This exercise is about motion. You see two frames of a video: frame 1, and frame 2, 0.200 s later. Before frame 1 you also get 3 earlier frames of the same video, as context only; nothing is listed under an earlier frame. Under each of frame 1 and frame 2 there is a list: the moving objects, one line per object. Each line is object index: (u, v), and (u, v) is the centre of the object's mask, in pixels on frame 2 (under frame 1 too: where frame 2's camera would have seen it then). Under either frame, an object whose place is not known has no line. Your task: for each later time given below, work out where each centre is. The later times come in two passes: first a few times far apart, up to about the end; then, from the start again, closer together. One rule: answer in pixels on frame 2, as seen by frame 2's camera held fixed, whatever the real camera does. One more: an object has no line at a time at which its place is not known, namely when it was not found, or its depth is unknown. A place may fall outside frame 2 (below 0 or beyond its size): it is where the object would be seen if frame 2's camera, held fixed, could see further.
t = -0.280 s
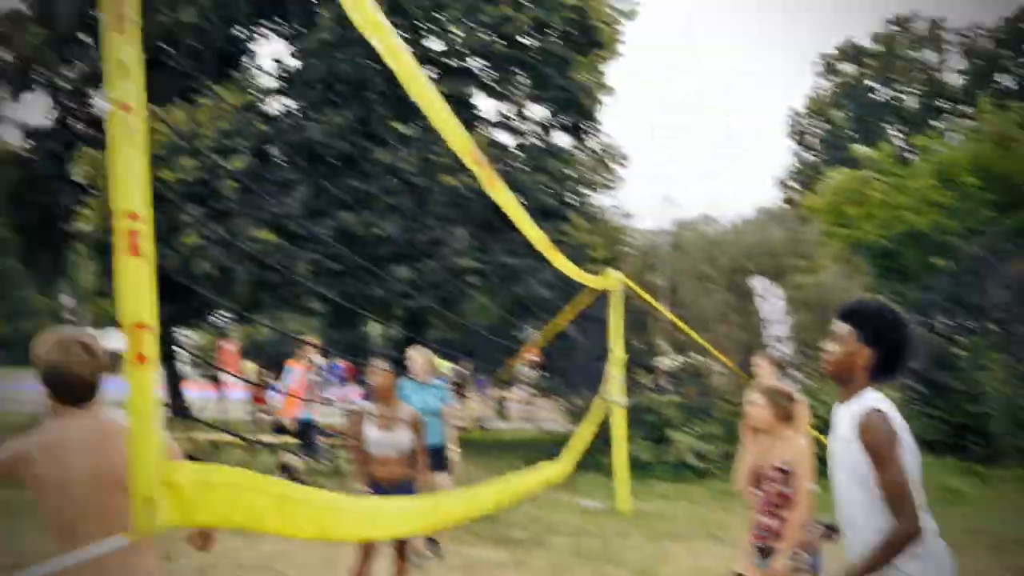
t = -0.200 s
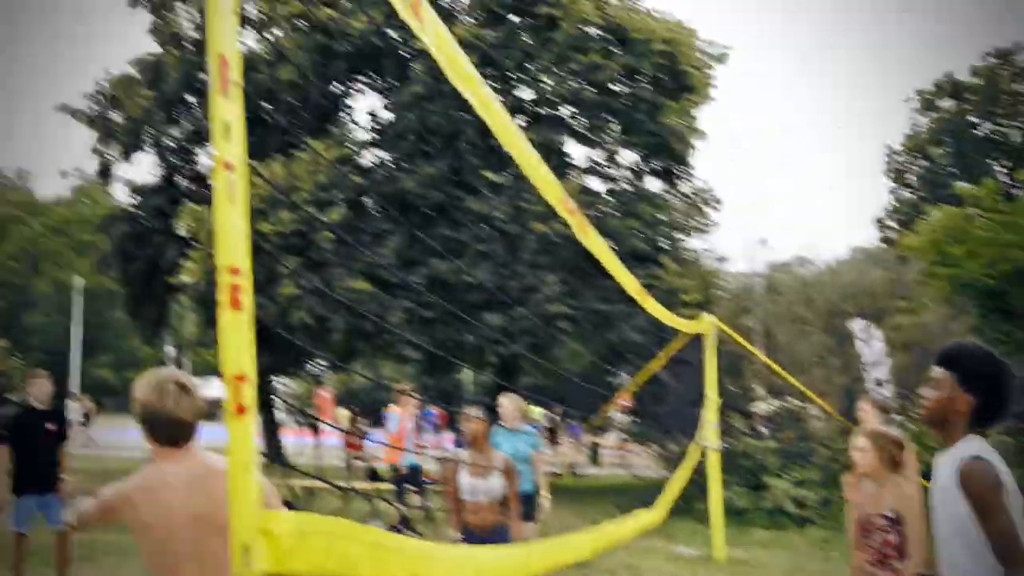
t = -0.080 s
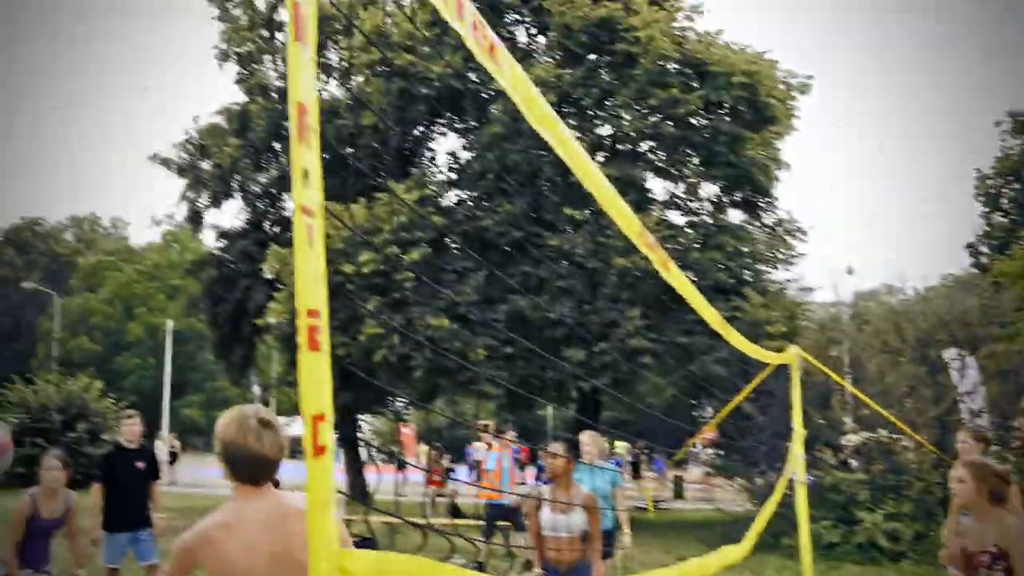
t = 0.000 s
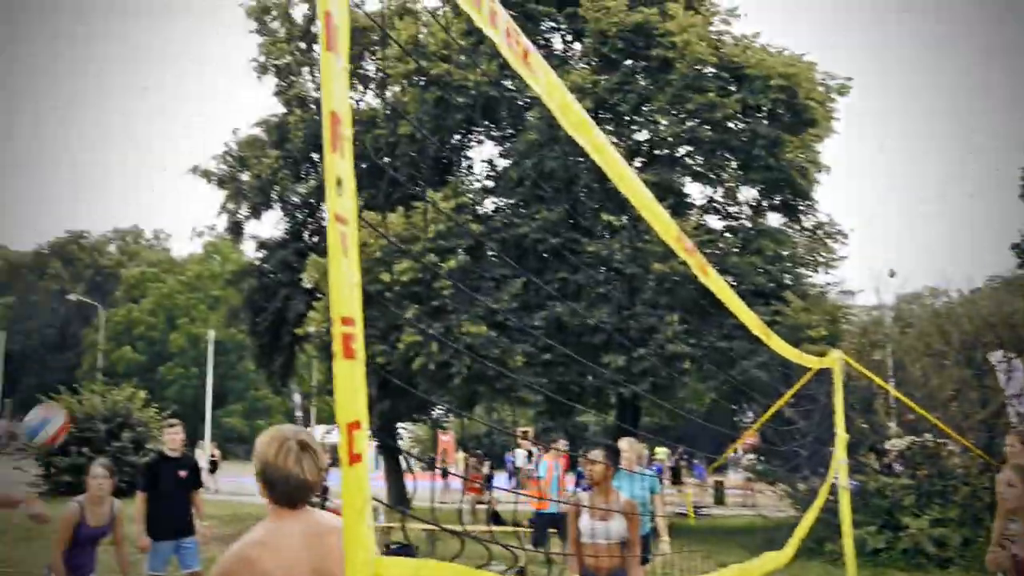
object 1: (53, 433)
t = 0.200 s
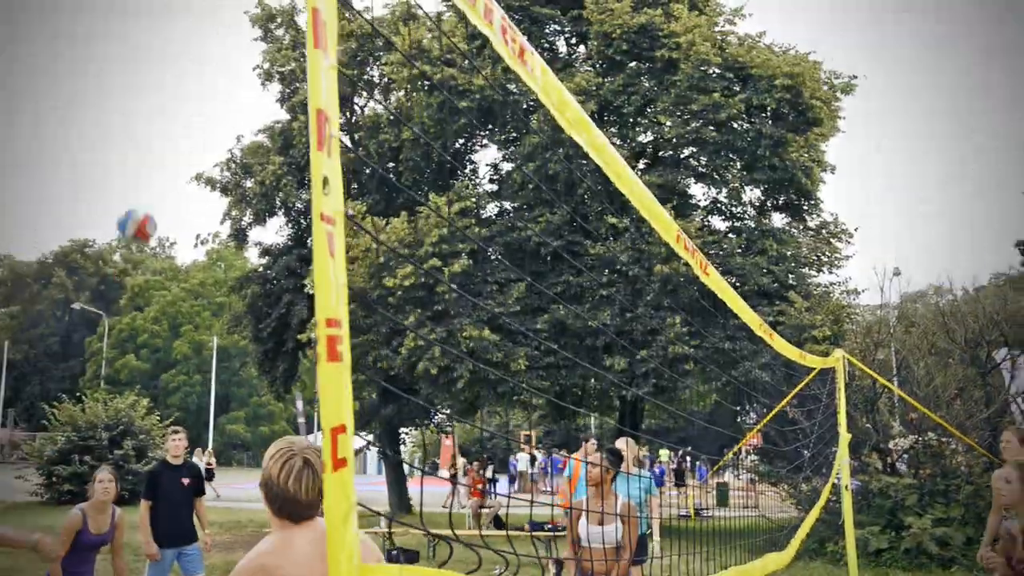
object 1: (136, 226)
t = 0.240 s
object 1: (153, 196)
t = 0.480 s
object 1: (240, 89)
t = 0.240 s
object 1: (153, 196)
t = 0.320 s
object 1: (183, 148)
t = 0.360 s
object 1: (195, 129)
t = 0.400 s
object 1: (209, 113)
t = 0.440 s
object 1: (224, 100)
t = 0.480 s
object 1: (240, 89)
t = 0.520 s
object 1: (254, 81)
